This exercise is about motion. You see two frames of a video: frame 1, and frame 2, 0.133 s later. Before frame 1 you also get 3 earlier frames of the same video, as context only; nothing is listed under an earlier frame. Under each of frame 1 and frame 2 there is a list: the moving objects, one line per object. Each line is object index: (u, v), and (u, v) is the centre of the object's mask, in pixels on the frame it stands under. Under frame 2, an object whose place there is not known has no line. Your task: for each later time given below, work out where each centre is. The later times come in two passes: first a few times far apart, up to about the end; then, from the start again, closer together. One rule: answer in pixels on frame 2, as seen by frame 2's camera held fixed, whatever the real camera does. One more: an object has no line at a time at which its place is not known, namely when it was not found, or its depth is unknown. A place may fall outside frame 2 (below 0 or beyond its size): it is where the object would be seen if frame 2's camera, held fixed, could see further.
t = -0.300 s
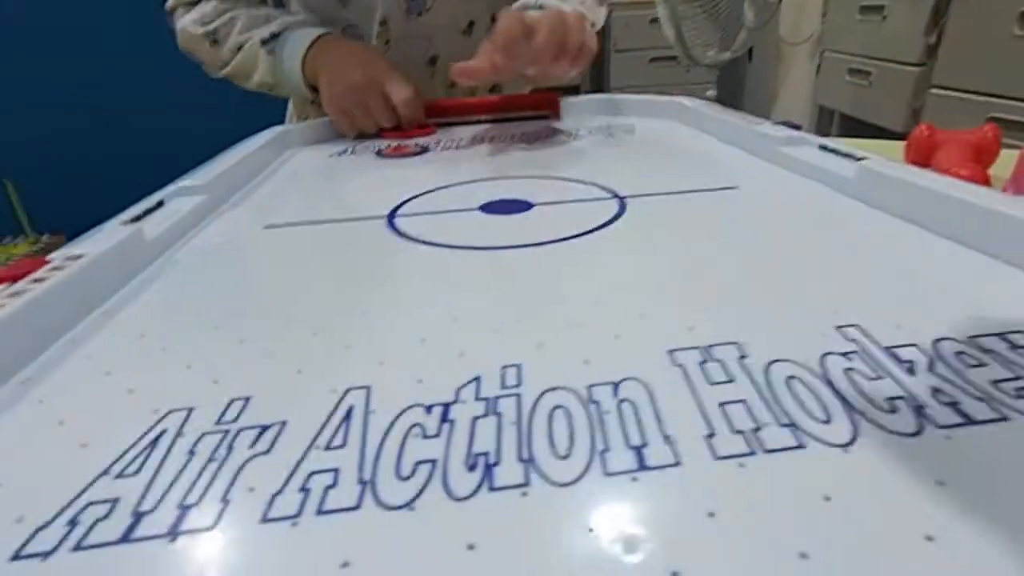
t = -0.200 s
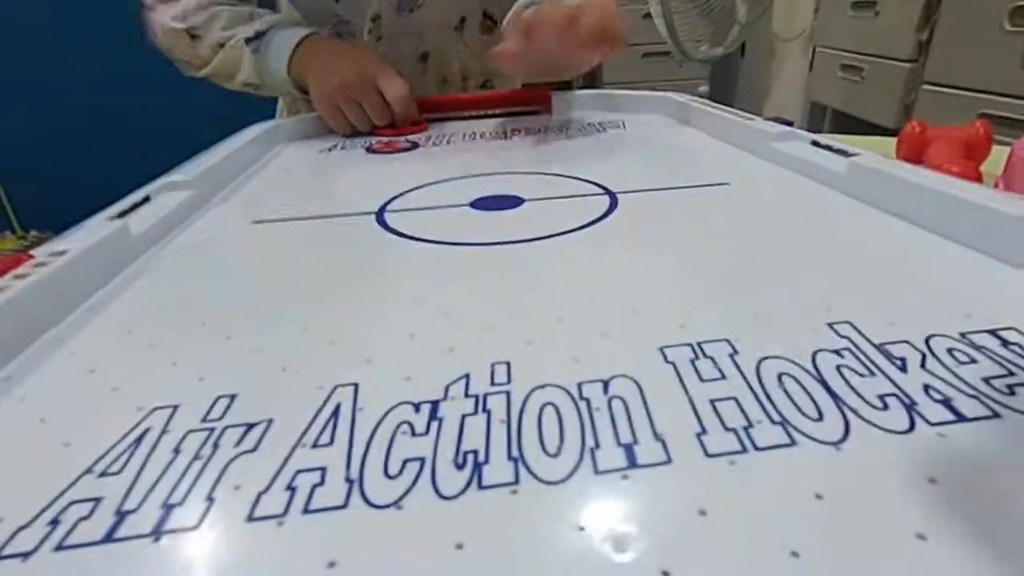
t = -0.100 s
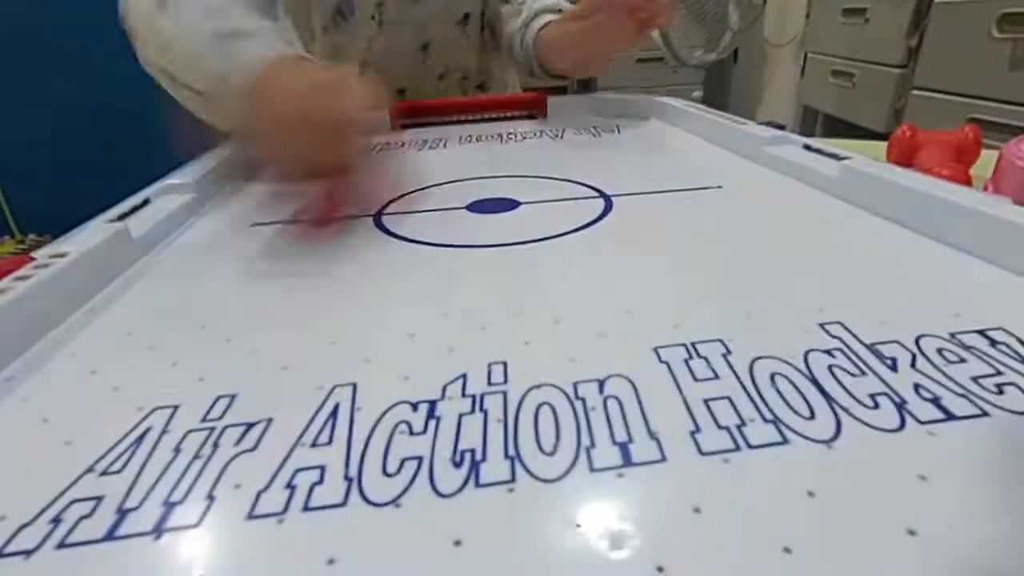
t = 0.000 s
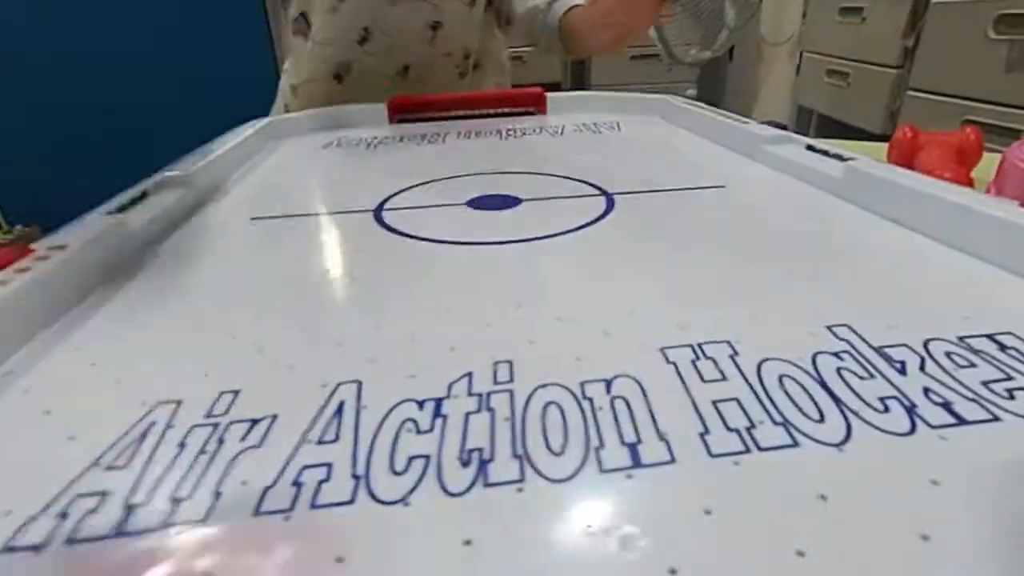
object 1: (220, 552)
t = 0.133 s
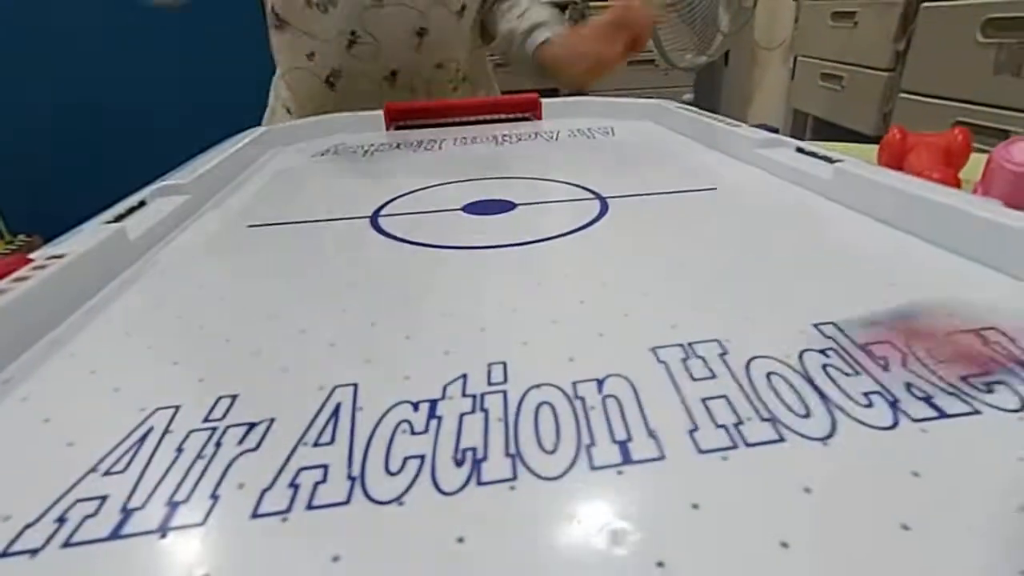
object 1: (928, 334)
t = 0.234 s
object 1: (717, 283)
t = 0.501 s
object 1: (223, 227)
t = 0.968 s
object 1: (369, 195)
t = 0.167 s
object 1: (971, 309)
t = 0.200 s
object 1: (846, 297)
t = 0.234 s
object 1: (717, 283)
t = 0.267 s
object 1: (615, 271)
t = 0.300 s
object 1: (532, 263)
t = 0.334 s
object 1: (458, 254)
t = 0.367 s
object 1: (393, 248)
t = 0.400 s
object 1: (338, 243)
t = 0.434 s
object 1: (296, 238)
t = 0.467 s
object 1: (253, 233)
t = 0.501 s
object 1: (223, 227)
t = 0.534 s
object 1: (249, 221)
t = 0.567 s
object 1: (280, 214)
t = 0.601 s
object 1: (306, 209)
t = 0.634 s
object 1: (330, 204)
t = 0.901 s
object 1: (370, 195)
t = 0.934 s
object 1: (370, 195)
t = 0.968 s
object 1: (369, 195)
